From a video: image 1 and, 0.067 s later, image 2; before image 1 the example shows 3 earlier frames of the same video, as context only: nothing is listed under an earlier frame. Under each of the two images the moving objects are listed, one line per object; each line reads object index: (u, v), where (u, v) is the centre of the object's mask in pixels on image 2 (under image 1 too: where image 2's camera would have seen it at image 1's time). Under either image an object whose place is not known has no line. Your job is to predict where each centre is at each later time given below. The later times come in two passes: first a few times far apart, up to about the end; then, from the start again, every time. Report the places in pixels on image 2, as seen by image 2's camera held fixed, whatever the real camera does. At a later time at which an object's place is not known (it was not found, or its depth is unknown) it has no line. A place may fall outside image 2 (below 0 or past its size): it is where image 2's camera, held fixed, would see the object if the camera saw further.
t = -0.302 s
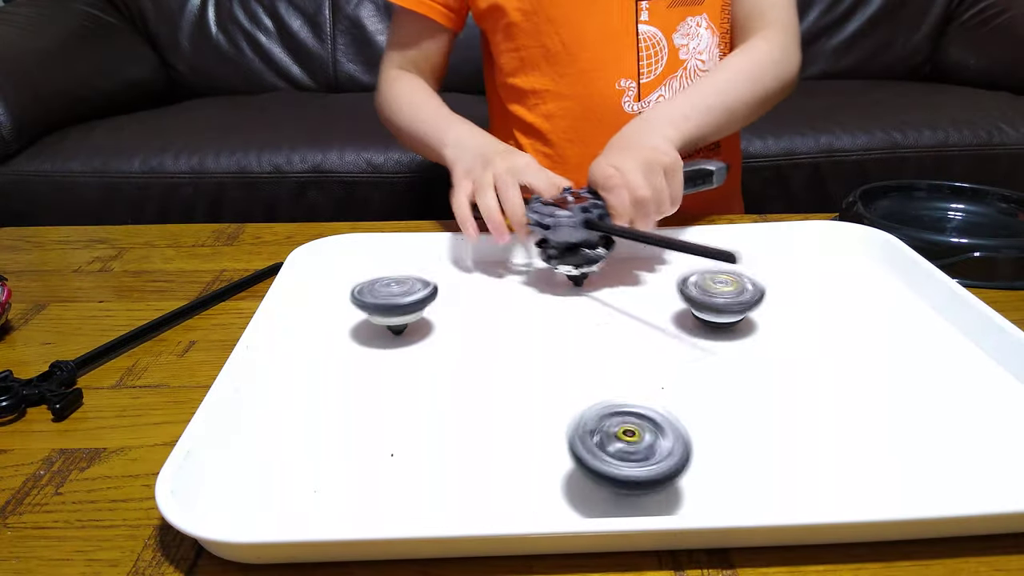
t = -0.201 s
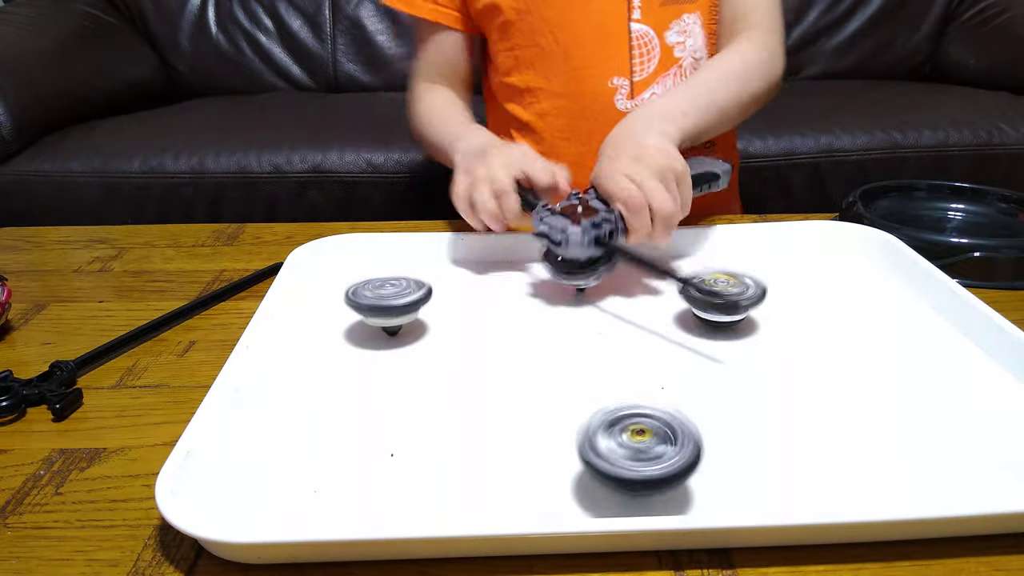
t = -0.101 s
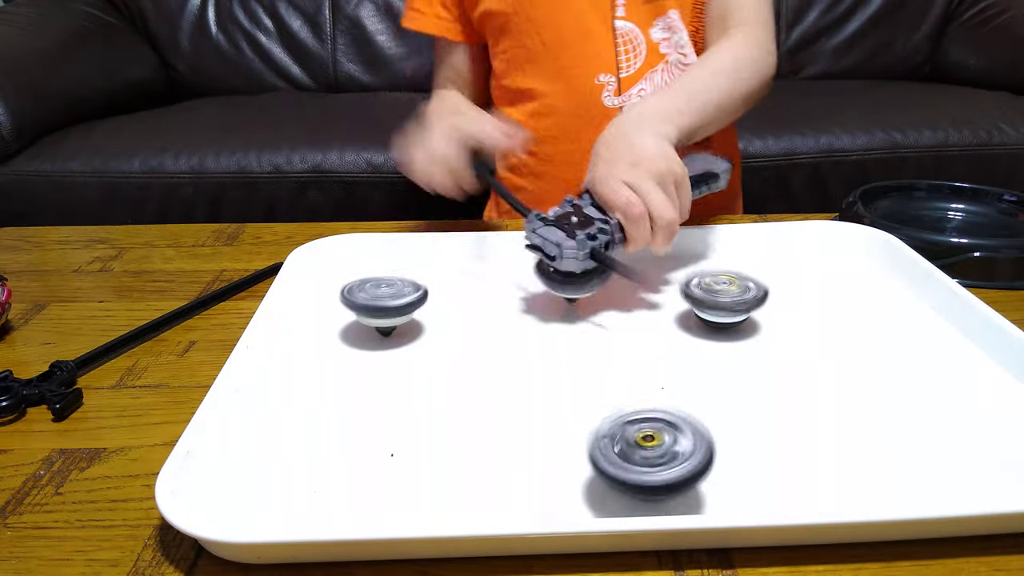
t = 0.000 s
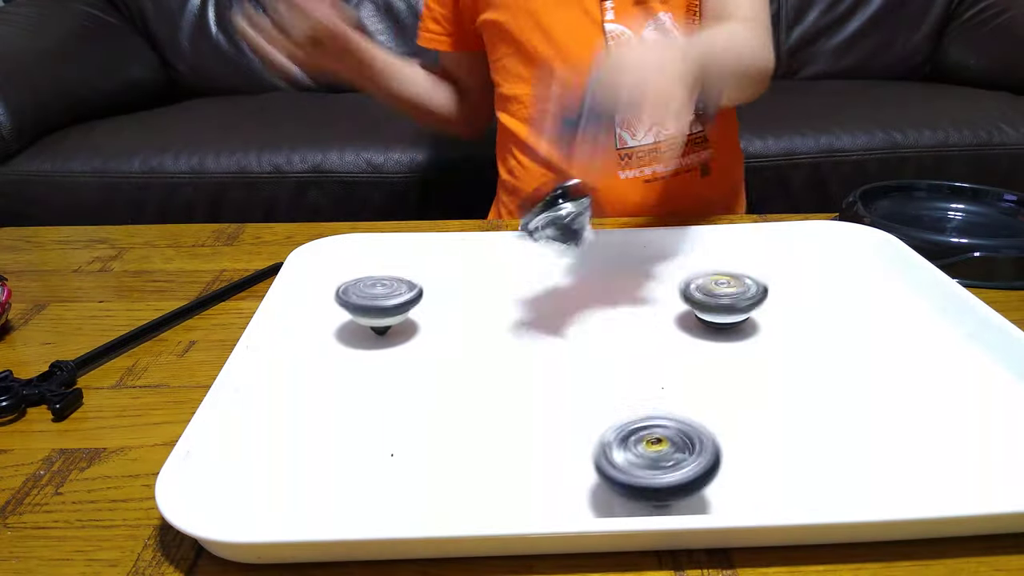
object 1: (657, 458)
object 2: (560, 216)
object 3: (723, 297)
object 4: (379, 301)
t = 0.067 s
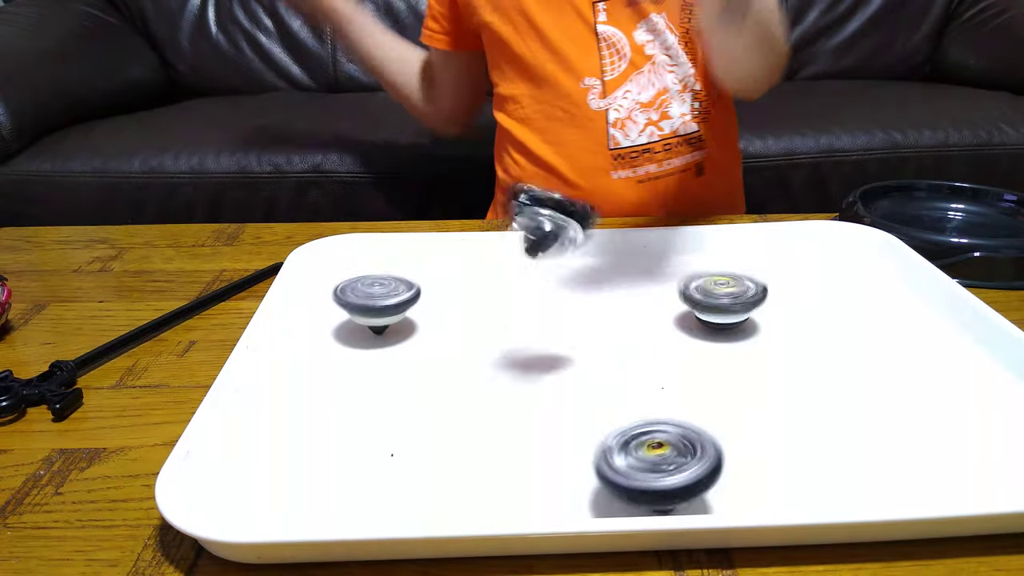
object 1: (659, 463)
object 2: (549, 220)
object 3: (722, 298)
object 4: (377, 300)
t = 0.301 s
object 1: (652, 472)
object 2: (479, 472)
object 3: (719, 298)
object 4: (376, 297)
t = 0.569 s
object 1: (629, 463)
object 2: (410, 450)
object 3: (714, 297)
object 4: (384, 296)
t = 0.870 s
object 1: (634, 448)
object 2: (335, 452)
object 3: (717, 296)
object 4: (385, 303)
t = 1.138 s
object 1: (654, 450)
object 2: (313, 435)
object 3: (717, 297)
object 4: (374, 307)
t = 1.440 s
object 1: (660, 464)
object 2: (332, 416)
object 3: (712, 298)
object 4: (364, 305)
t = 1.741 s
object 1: (639, 470)
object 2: (316, 430)
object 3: (708, 298)
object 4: (368, 302)
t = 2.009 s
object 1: (622, 461)
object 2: (321, 426)
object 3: (710, 297)
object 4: (374, 305)
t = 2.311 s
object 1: (631, 451)
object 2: (322, 424)
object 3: (711, 299)
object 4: (367, 311)
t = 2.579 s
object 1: (647, 454)
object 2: (325, 421)
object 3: (706, 300)
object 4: (355, 312)
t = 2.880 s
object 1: (648, 467)
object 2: (325, 421)
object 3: (704, 299)
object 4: (353, 308)
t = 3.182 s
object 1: (628, 470)
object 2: (325, 421)
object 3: (706, 298)
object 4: (361, 309)
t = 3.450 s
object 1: (617, 460)
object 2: (325, 421)
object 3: (705, 300)
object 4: (360, 315)
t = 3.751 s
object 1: (629, 454)
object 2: (325, 421)
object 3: (701, 300)
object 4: (347, 318)
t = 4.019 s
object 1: (641, 461)
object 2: (325, 421)
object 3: (700, 298)
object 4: (342, 315)
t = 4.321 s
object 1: (634, 471)
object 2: (325, 420)
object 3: (702, 299)
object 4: (348, 314)
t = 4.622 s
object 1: (615, 468)
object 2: (325, 420)
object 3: (698, 301)
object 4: (348, 319)
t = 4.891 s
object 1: (614, 458)
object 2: (325, 421)
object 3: (696, 299)
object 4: (338, 323)
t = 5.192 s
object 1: (629, 459)
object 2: (325, 420)
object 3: (697, 298)
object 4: (331, 321)
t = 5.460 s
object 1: (633, 468)
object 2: (325, 421)
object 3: (697, 300)
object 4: (336, 319)
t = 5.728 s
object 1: (618, 473)
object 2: (325, 421)
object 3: (693, 300)
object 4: (337, 323)
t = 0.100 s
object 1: (660, 465)
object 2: (540, 251)
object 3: (723, 298)
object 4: (376, 299)
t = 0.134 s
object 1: (658, 467)
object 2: (525, 327)
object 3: (722, 298)
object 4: (375, 299)
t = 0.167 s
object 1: (659, 470)
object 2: (518, 421)
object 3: (722, 298)
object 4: (375, 298)
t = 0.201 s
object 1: (655, 471)
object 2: (506, 445)
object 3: (721, 298)
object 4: (375, 297)
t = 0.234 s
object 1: (654, 471)
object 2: (507, 465)
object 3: (721, 298)
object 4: (375, 297)
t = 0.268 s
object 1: (652, 471)
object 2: (491, 474)
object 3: (720, 298)
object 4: (376, 297)
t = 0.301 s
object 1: (652, 472)
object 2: (479, 472)
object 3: (719, 298)
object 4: (376, 297)
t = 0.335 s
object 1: (647, 471)
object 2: (469, 476)
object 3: (719, 298)
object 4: (376, 296)
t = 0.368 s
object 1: (644, 471)
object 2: (458, 477)
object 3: (717, 298)
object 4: (377, 296)
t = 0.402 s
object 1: (640, 470)
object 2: (441, 473)
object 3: (717, 298)
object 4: (379, 295)
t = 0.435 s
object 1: (638, 469)
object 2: (431, 459)
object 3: (715, 297)
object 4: (380, 295)
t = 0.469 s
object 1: (634, 468)
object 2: (423, 458)
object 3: (716, 298)
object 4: (381, 296)
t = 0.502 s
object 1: (633, 466)
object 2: (419, 454)
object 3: (714, 297)
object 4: (382, 296)
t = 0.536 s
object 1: (630, 465)
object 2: (414, 452)
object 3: (715, 297)
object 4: (383, 296)
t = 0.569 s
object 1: (629, 463)
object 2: (410, 450)
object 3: (714, 297)
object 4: (384, 296)
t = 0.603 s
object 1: (627, 461)
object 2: (405, 451)
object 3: (714, 297)
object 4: (385, 297)
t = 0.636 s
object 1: (627, 459)
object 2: (398, 450)
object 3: (714, 297)
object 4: (385, 297)
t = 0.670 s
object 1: (626, 456)
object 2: (387, 450)
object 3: (714, 296)
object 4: (386, 298)
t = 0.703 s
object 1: (626, 454)
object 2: (380, 451)
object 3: (714, 295)
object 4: (387, 299)
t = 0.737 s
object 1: (627, 452)
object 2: (371, 452)
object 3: (715, 295)
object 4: (387, 300)
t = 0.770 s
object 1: (629, 451)
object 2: (362, 453)
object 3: (715, 295)
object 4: (387, 300)
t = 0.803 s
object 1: (630, 449)
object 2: (352, 452)
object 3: (716, 296)
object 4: (386, 301)
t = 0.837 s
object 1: (632, 449)
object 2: (342, 452)
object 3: (715, 295)
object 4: (386, 302)
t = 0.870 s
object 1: (634, 448)
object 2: (335, 452)
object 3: (717, 296)
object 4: (385, 303)
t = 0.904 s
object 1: (637, 448)
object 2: (327, 452)
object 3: (717, 296)
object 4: (385, 304)
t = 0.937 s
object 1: (639, 447)
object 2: (320, 450)
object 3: (717, 296)
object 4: (383, 304)
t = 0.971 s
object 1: (642, 447)
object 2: (316, 447)
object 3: (718, 296)
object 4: (382, 305)
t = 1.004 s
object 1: (644, 447)
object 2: (314, 444)
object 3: (718, 296)
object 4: (380, 306)
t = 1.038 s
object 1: (648, 447)
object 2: (313, 442)
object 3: (719, 297)
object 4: (379, 306)
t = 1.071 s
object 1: (649, 448)
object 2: (312, 440)
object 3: (718, 297)
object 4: (377, 307)
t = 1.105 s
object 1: (652, 449)
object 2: (312, 437)
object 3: (719, 297)
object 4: (376, 307)
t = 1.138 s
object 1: (654, 450)
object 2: (313, 435)
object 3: (717, 297)
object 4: (374, 307)
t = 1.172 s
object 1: (657, 451)
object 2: (315, 433)
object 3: (719, 298)
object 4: (373, 307)
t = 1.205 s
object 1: (658, 452)
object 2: (316, 432)
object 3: (717, 298)
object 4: (371, 307)
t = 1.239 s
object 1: (660, 454)
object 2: (318, 429)
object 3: (717, 299)
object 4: (370, 307)
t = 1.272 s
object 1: (660, 455)
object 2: (321, 426)
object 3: (716, 298)
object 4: (368, 307)
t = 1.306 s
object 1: (662, 457)
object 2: (323, 424)
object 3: (716, 299)
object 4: (367, 306)
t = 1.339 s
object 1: (661, 459)
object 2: (327, 420)
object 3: (716, 299)
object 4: (365, 306)
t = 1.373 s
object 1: (662, 460)
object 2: (329, 417)
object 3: (714, 298)
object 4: (365, 306)
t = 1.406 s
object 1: (661, 463)
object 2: (331, 416)
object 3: (714, 299)
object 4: (364, 305)
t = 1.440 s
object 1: (660, 464)
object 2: (332, 416)
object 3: (712, 298)
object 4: (364, 305)
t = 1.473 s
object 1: (659, 466)
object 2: (331, 417)
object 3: (713, 299)
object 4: (363, 304)
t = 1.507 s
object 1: (658, 467)
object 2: (330, 417)
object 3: (711, 299)
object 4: (364, 304)
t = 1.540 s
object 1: (656, 468)
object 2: (328, 418)
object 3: (711, 299)
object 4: (363, 303)
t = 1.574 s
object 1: (653, 469)
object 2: (325, 422)
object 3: (710, 299)
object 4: (364, 303)
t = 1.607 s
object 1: (650, 470)
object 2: (323, 423)
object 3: (710, 298)
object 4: (364, 303)
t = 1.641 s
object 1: (647, 470)
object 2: (322, 425)
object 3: (709, 298)
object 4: (366, 302)
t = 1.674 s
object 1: (645, 471)
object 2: (320, 427)
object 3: (708, 298)
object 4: (366, 302)
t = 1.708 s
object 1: (641, 470)
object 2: (318, 428)
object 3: (709, 298)
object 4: (367, 302)
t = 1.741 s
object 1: (639, 470)
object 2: (316, 430)
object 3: (708, 298)
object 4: (368, 302)
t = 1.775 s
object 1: (635, 470)
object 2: (314, 431)
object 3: (709, 298)
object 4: (370, 302)
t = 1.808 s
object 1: (634, 469)
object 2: (314, 432)
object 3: (708, 298)
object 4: (370, 302)
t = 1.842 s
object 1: (630, 468)
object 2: (314, 432)
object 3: (709, 297)
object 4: (371, 302)
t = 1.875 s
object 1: (629, 467)
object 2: (315, 431)
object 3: (709, 297)
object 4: (372, 303)
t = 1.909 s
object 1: (625, 466)
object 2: (316, 429)
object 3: (709, 297)
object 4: (373, 303)
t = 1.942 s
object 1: (625, 464)
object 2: (318, 429)
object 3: (710, 297)
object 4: (373, 304)
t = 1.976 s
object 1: (622, 463)
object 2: (319, 427)
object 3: (709, 297)
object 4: (374, 304)
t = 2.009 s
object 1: (622, 461)
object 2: (321, 426)
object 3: (710, 297)
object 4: (374, 305)
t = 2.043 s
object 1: (621, 460)
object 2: (321, 425)
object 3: (710, 296)
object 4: (374, 306)
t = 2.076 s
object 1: (622, 458)
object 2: (322, 424)
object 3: (711, 297)
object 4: (374, 307)
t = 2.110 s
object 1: (622, 457)
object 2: (324, 422)
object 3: (711, 297)
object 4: (373, 307)
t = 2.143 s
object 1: (622, 456)
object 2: (326, 421)
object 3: (712, 297)
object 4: (373, 308)
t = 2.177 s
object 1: (623, 455)
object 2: (326, 420)
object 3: (712, 298)
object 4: (372, 309)
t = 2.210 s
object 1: (625, 453)
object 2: (325, 421)
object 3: (711, 297)
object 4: (371, 309)
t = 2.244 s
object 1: (627, 453)
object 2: (324, 422)
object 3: (712, 298)
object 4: (370, 310)
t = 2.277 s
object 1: (628, 451)
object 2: (323, 423)
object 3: (711, 298)
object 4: (369, 311)
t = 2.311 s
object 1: (631, 451)
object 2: (322, 424)
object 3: (711, 299)
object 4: (367, 311)
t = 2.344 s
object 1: (632, 450)
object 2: (322, 424)
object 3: (710, 299)
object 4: (366, 312)
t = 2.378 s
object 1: (635, 450)
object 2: (322, 424)
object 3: (711, 299)
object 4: (364, 312)
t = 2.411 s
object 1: (637, 450)
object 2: (323, 423)
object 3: (710, 300)
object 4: (363, 312)
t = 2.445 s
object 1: (640, 451)
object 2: (323, 423)
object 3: (709, 299)
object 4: (361, 312)
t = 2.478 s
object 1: (641, 451)
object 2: (324, 422)
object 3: (709, 300)
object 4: (360, 312)
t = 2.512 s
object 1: (644, 452)
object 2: (325, 421)
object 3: (707, 300)
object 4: (358, 312)
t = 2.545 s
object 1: (646, 454)
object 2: (325, 420)
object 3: (707, 300)
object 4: (357, 312)
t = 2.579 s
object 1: (647, 454)
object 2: (325, 421)
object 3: (706, 300)
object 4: (355, 312)
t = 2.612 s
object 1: (649, 456)
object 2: (324, 422)
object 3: (706, 300)
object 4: (355, 312)
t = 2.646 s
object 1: (650, 457)
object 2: (324, 422)
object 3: (705, 300)
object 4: (353, 311)
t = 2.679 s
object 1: (651, 459)
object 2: (324, 422)
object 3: (704, 299)
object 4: (353, 311)
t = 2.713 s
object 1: (651, 460)
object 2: (324, 422)
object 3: (704, 299)
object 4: (352, 310)
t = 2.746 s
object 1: (652, 462)
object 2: (324, 422)
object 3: (703, 299)
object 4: (352, 310)
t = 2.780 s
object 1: (651, 463)
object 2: (324, 421)
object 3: (704, 299)
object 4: (352, 310)
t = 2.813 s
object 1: (651, 465)
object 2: (325, 421)
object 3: (703, 299)
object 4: (352, 309)
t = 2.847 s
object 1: (649, 466)
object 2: (325, 421)
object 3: (704, 299)
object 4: (352, 309)
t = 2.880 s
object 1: (648, 467)
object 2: (325, 421)
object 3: (704, 299)
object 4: (353, 308)
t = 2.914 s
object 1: (646, 468)
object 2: (325, 421)
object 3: (704, 298)
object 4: (353, 308)
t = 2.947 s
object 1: (644, 469)
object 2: (325, 421)
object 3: (705, 297)
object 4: (354, 308)
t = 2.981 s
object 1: (642, 470)
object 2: (325, 421)
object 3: (704, 297)
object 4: (355, 308)
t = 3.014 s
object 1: (639, 470)
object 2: (325, 421)
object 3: (705, 297)
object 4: (356, 308)
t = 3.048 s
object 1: (637, 471)
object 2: (325, 421)
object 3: (704, 297)
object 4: (357, 308)
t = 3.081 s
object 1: (634, 471)
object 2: (325, 420)
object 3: (705, 297)
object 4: (358, 308)
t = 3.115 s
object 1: (633, 471)
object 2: (325, 421)
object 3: (706, 297)
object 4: (359, 309)
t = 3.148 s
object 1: (629, 470)
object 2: (325, 421)
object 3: (705, 298)
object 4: (360, 309)
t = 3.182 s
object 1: (628, 470)
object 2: (325, 421)
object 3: (706, 298)
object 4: (361, 309)
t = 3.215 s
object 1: (624, 469)
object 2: (325, 421)
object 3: (707, 298)
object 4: (361, 310)
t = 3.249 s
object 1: (623, 468)
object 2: (325, 420)
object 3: (707, 299)
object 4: (362, 310)
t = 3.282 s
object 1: (621, 467)
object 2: (325, 421)
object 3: (707, 299)
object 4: (361, 312)
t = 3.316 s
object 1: (620, 466)
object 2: (325, 421)
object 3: (707, 299)
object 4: (362, 312)
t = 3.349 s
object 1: (618, 465)
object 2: (325, 421)
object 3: (707, 299)
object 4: (361, 313)
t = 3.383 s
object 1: (617, 463)
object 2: (325, 421)
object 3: (706, 299)
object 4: (361, 313)
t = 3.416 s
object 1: (617, 463)
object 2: (325, 421)
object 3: (707, 300)
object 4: (360, 314)
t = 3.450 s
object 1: (617, 460)
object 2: (325, 421)
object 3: (705, 300)
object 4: (360, 315)
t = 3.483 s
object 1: (618, 460)
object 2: (325, 421)
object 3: (705, 301)
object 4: (358, 316)
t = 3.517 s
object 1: (618, 458)
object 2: (325, 421)
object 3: (705, 301)
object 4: (357, 316)
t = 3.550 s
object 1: (620, 457)
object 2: (325, 421)
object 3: (704, 300)
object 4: (356, 317)
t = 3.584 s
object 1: (620, 456)
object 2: (325, 421)
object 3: (703, 301)
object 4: (354, 317)
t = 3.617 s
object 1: (622, 456)
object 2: (325, 421)
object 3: (702, 300)
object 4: (353, 317)
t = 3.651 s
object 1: (623, 456)
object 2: (325, 421)
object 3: (702, 301)
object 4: (351, 318)
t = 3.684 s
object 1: (625, 454)
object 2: (325, 420)
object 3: (701, 301)
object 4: (350, 318)
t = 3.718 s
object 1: (627, 455)
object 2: (325, 421)
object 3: (701, 300)
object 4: (348, 318)
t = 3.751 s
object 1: (629, 454)
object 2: (325, 421)
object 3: (701, 300)
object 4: (347, 318)
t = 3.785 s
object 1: (632, 455)
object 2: (325, 421)
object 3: (700, 299)
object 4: (345, 318)
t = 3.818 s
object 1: (633, 455)
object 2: (325, 421)
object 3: (700, 300)
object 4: (345, 317)
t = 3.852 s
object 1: (636, 456)
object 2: (325, 420)
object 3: (699, 299)
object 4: (343, 317)
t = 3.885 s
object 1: (636, 456)
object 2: (325, 420)
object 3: (700, 299)
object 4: (343, 317)
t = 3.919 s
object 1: (638, 456)
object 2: (325, 421)
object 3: (700, 298)
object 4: (342, 316)
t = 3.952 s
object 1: (639, 458)
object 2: (325, 421)
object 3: (700, 298)
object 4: (342, 315)
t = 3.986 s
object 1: (640, 459)
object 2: (325, 421)
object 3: (701, 298)
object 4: (342, 315)
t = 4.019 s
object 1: (641, 461)
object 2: (325, 421)
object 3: (700, 298)
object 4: (342, 315)
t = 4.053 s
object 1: (641, 462)
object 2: (325, 420)
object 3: (701, 298)
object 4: (342, 314)
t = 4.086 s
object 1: (642, 463)
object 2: (325, 421)
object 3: (701, 298)
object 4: (342, 315)
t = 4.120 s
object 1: (641, 465)
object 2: (325, 420)
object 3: (701, 298)
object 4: (343, 314)
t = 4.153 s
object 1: (641, 466)
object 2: (325, 421)
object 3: (702, 298)
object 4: (343, 314)
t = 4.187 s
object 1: (639, 467)
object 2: (325, 420)
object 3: (701, 298)
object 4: (344, 314)
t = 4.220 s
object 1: (639, 468)
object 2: (325, 421)
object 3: (702, 299)
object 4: (345, 314)
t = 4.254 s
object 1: (637, 470)
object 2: (325, 420)
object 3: (702, 299)
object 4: (346, 314)
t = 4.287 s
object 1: (635, 470)
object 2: (325, 420)
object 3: (702, 299)
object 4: (346, 314)
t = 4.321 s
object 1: (634, 471)
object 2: (325, 420)
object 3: (702, 299)
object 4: (348, 314)
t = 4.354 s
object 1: (631, 471)
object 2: (325, 420)
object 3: (701, 299)
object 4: (348, 314)
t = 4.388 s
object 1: (630, 472)
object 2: (325, 420)
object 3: (702, 300)
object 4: (349, 314)
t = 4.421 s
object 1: (626, 471)
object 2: (325, 420)
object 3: (701, 300)
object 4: (349, 315)
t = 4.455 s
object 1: (625, 472)
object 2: (325, 420)
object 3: (701, 300)
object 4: (349, 316)
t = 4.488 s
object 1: (622, 471)
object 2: (325, 420)
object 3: (701, 300)
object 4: (350, 316)
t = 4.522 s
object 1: (621, 470)
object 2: (325, 420)
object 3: (699, 300)
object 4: (349, 317)
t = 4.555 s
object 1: (618, 470)
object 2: (325, 420)
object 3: (700, 301)
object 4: (349, 317)
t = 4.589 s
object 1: (616, 469)
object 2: (325, 420)
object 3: (698, 301)
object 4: (348, 319)
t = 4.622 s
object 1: (615, 468)
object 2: (325, 420)
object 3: (698, 301)
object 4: (348, 319)
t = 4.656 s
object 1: (614, 467)
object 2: (325, 420)
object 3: (698, 300)
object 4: (347, 320)
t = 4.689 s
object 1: (614, 466)
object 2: (325, 420)
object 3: (696, 300)
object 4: (346, 321)
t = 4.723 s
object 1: (612, 464)
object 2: (325, 420)
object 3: (697, 300)
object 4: (345, 321)
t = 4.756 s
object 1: (613, 463)
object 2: (325, 420)
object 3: (695, 299)
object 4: (344, 322)
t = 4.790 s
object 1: (612, 462)
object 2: (325, 420)
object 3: (696, 300)
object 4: (343, 322)
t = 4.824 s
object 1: (613, 460)
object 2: (325, 420)
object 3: (696, 299)
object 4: (341, 323)
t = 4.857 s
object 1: (614, 460)
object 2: (325, 420)
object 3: (695, 298)
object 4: (340, 322)
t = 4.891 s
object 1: (614, 458)
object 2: (325, 421)
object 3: (696, 299)
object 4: (338, 323)
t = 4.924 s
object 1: (617, 459)
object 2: (325, 420)
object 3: (695, 298)
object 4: (337, 323)
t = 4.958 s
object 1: (617, 458)
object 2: (325, 420)
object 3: (696, 299)
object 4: (336, 323)
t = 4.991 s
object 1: (620, 457)
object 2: (325, 421)
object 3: (697, 298)
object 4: (335, 322)
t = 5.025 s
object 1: (620, 457)
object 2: (325, 420)
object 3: (696, 298)
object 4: (334, 322)
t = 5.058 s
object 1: (623, 456)
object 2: (325, 420)
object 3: (697, 299)
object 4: (333, 322)
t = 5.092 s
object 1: (625, 457)
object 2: (325, 420)
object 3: (696, 298)
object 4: (332, 321)
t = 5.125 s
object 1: (626, 457)
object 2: (325, 421)
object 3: (698, 300)
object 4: (332, 321)
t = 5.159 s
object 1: (628, 459)
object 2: (325, 420)
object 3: (698, 299)
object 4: (332, 321)
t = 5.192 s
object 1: (629, 459)
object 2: (325, 420)
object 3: (697, 298)
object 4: (331, 321)
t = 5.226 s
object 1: (631, 460)
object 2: (325, 420)
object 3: (698, 299)
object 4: (332, 320)
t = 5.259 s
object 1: (631, 461)
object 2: (325, 420)
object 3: (697, 299)
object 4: (332, 320)
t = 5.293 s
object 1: (632, 461)
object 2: (325, 421)
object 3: (698, 300)
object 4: (333, 320)
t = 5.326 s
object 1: (633, 463)
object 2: (325, 420)
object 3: (698, 300)
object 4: (333, 319)
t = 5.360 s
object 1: (633, 464)
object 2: (325, 421)
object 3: (697, 300)
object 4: (334, 319)
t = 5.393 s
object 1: (633, 466)
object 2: (325, 421)
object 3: (698, 300)
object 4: (334, 319)
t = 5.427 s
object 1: (632, 466)
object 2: (325, 421)
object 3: (696, 300)
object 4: (335, 319)
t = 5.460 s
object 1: (633, 468)
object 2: (325, 421)
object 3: (697, 300)
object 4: (336, 319)
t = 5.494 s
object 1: (631, 469)
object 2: (325, 421)
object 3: (696, 301)
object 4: (336, 320)
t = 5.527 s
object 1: (630, 469)
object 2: (325, 421)
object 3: (695, 301)
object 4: (337, 320)
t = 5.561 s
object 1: (629, 471)
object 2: (325, 421)
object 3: (695, 301)
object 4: (337, 321)
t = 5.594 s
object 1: (626, 470)
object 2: (325, 421)
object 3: (694, 301)
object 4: (338, 321)
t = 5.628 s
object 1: (625, 472)
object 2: (325, 421)
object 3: (694, 301)
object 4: (338, 321)
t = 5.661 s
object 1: (622, 471)
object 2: (325, 421)
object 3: (693, 301)
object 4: (338, 322)
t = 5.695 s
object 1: (622, 473)
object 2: (325, 420)
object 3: (692, 301)
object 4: (338, 322)
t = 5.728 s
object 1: (618, 473)
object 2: (325, 421)
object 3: (693, 300)
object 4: (337, 323)
